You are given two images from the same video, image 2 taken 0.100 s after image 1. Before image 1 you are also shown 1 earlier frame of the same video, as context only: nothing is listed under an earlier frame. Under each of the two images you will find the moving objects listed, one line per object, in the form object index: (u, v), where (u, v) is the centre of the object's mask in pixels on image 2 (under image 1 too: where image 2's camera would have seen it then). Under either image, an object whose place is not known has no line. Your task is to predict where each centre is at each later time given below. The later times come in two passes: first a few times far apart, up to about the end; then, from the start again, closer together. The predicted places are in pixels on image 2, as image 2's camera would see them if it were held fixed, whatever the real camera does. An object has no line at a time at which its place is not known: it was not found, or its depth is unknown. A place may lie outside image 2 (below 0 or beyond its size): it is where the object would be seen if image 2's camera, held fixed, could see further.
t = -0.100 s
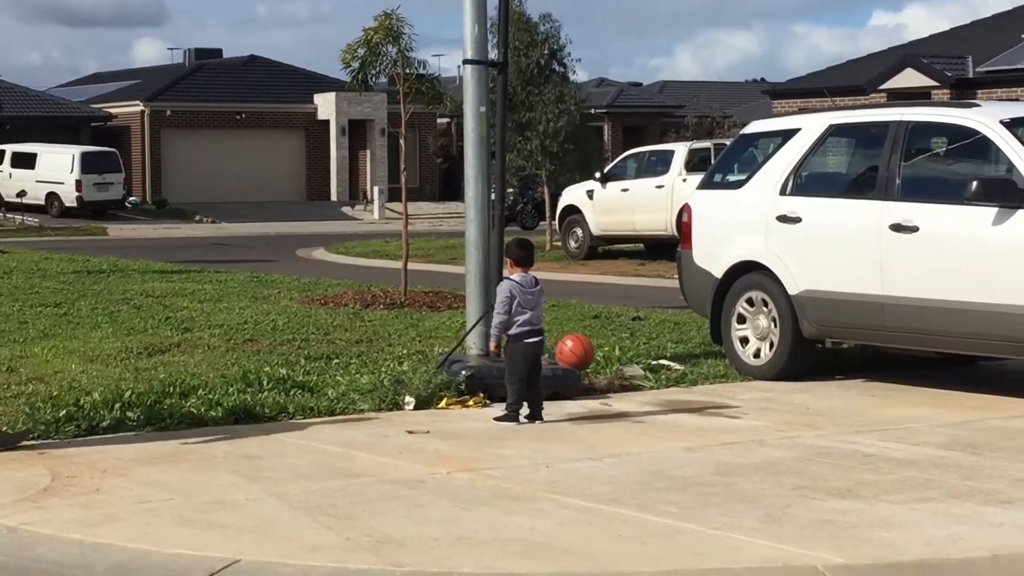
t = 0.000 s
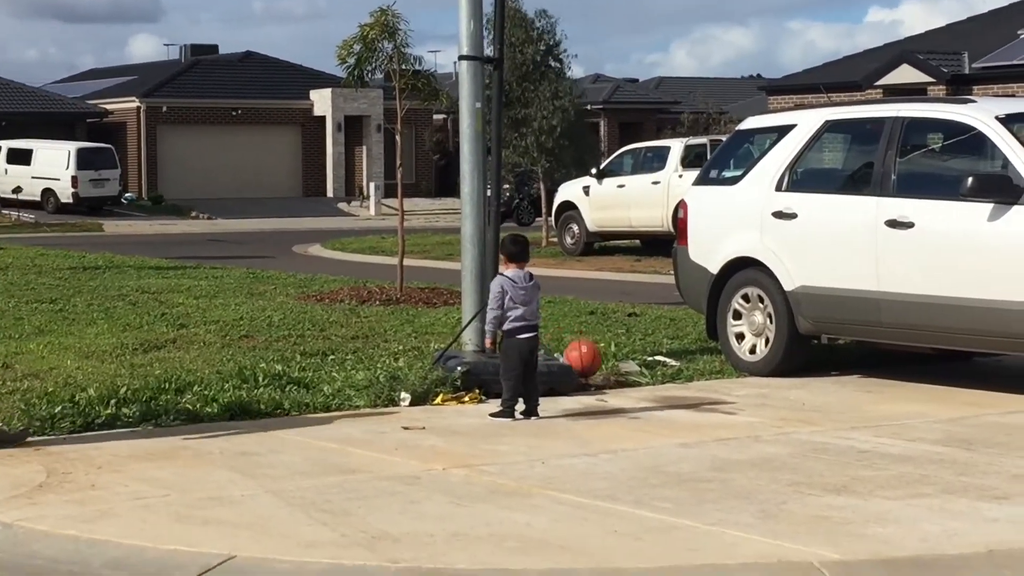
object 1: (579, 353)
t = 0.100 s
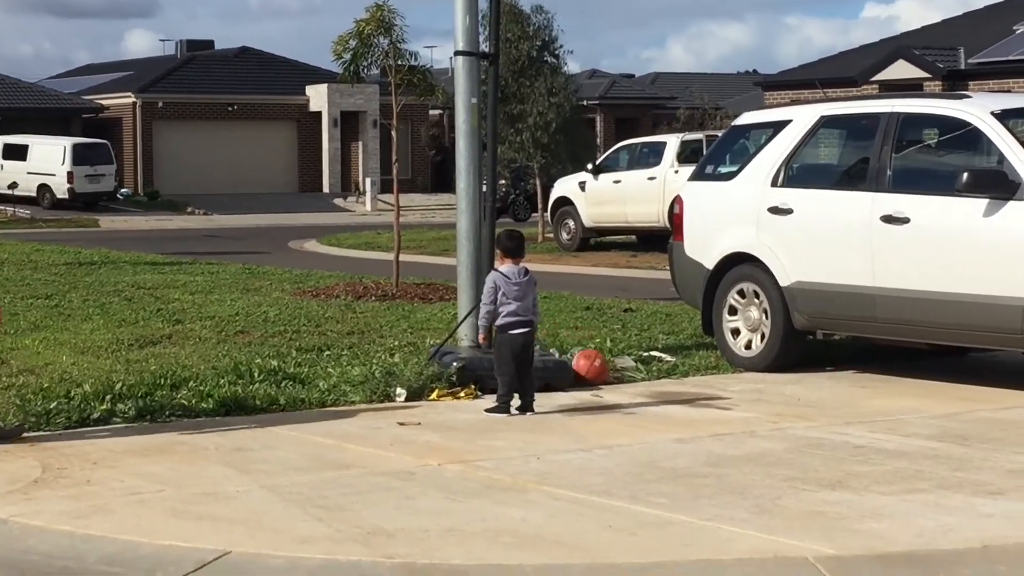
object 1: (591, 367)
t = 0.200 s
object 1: (599, 364)
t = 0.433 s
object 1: (619, 363)
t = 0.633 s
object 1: (636, 364)
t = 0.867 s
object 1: (656, 364)
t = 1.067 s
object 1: (671, 364)
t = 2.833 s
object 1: (783, 365)
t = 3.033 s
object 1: (791, 365)
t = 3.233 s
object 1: (799, 366)
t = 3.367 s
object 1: (804, 366)
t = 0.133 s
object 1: (593, 365)
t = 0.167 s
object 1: (596, 364)
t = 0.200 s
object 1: (599, 364)
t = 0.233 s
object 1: (602, 365)
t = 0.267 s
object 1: (605, 365)
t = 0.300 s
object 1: (608, 363)
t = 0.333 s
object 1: (610, 363)
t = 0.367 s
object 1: (613, 365)
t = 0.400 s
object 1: (616, 365)
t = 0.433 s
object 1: (619, 363)
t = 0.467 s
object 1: (621, 364)
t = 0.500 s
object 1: (625, 365)
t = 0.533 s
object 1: (628, 364)
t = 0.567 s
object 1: (630, 364)
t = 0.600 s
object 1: (634, 365)
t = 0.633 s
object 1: (636, 364)
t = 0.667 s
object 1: (639, 365)
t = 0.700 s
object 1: (642, 364)
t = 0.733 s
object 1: (645, 365)
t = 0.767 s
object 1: (647, 364)
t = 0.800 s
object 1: (650, 364)
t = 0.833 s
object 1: (653, 364)
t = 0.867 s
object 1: (656, 364)
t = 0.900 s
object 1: (657, 364)
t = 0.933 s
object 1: (661, 364)
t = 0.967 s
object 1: (663, 364)
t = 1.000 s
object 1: (666, 364)
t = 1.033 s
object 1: (668, 364)
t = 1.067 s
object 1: (671, 364)
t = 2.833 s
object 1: (783, 365)
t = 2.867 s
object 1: (785, 365)
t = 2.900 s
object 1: (786, 365)
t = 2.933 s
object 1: (787, 365)
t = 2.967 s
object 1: (788, 365)
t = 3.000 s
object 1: (790, 365)
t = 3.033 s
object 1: (791, 365)
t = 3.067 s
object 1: (792, 365)
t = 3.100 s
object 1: (794, 366)
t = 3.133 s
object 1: (795, 366)
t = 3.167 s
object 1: (796, 365)
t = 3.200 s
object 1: (798, 365)
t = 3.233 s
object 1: (799, 366)
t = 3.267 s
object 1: (800, 366)
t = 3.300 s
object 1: (801, 366)
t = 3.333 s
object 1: (802, 366)
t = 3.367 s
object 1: (804, 366)
